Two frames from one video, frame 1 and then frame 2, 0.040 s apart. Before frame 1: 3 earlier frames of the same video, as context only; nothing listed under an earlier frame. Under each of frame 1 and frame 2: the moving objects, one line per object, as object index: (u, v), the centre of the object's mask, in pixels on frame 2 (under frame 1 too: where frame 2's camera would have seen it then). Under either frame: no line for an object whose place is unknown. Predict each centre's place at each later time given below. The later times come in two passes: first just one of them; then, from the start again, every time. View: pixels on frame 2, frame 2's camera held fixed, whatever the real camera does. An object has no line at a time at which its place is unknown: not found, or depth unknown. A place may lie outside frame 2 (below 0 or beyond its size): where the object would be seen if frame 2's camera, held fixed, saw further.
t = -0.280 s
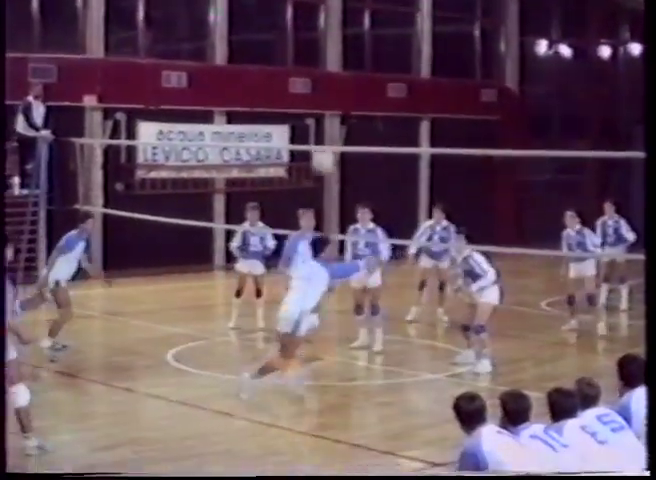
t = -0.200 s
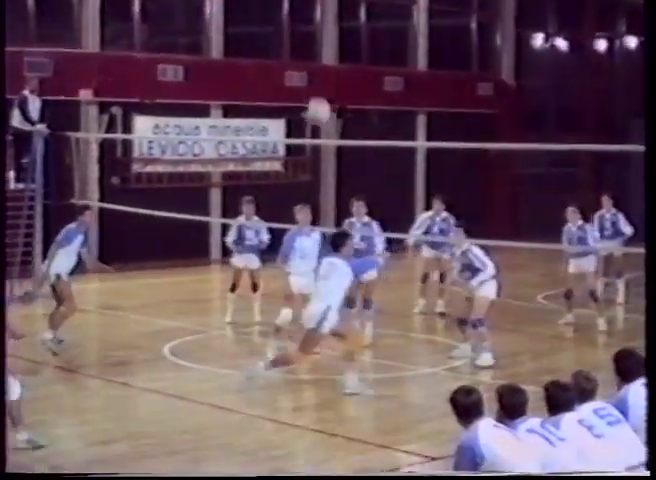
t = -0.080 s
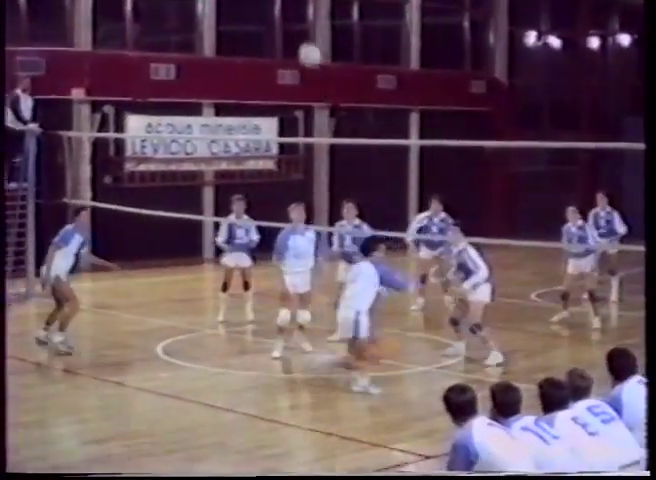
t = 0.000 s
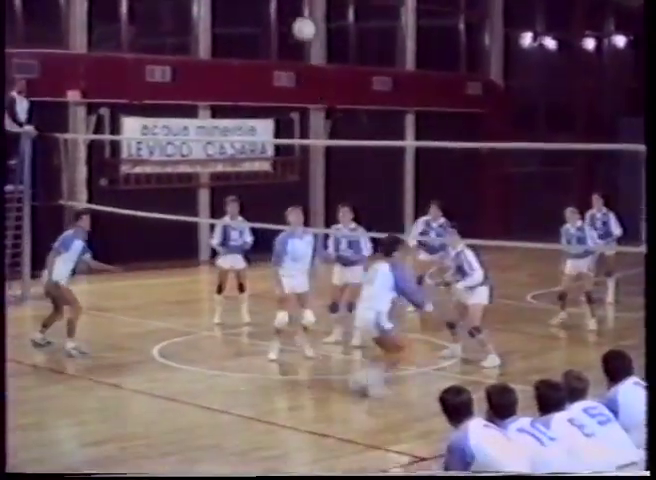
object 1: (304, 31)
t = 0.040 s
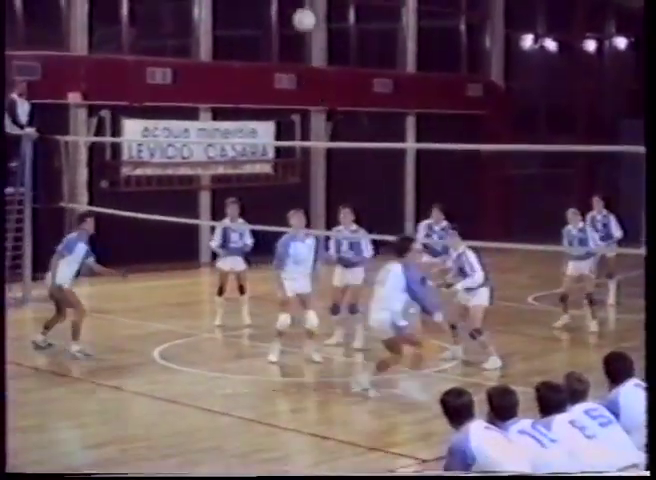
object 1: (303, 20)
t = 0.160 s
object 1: (301, -2)
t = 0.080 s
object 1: (302, 10)
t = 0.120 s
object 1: (302, 3)
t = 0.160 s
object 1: (301, -2)
